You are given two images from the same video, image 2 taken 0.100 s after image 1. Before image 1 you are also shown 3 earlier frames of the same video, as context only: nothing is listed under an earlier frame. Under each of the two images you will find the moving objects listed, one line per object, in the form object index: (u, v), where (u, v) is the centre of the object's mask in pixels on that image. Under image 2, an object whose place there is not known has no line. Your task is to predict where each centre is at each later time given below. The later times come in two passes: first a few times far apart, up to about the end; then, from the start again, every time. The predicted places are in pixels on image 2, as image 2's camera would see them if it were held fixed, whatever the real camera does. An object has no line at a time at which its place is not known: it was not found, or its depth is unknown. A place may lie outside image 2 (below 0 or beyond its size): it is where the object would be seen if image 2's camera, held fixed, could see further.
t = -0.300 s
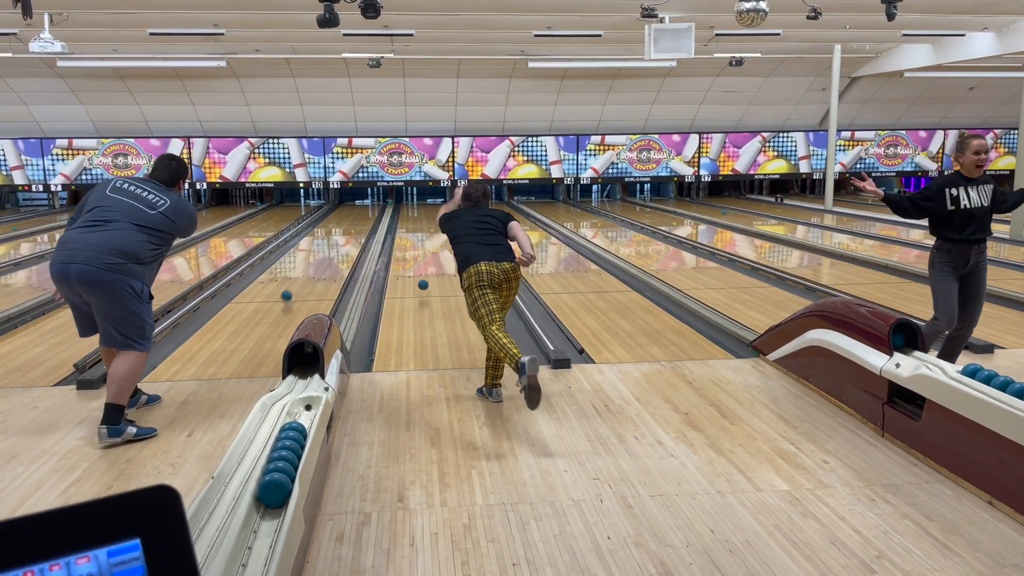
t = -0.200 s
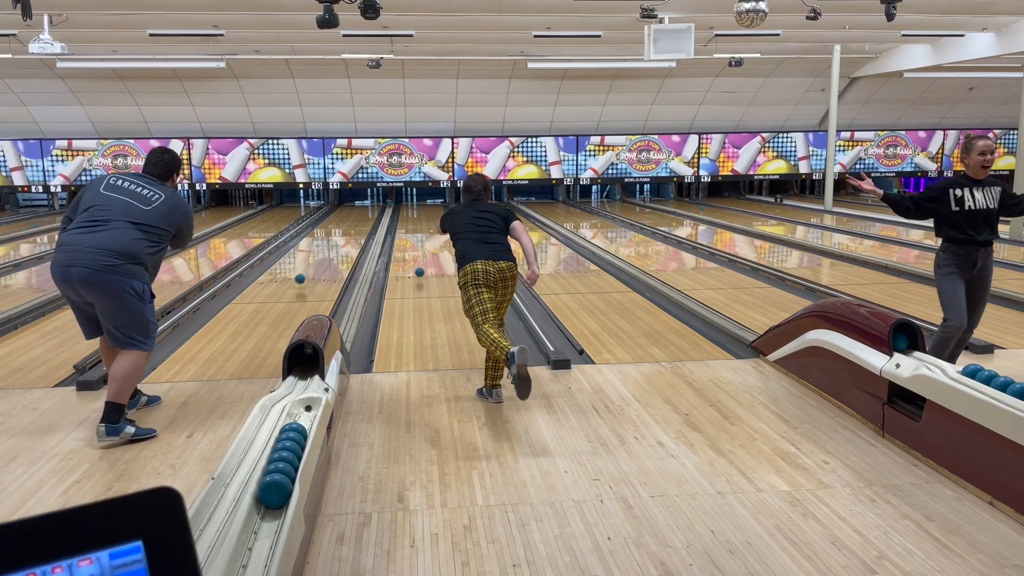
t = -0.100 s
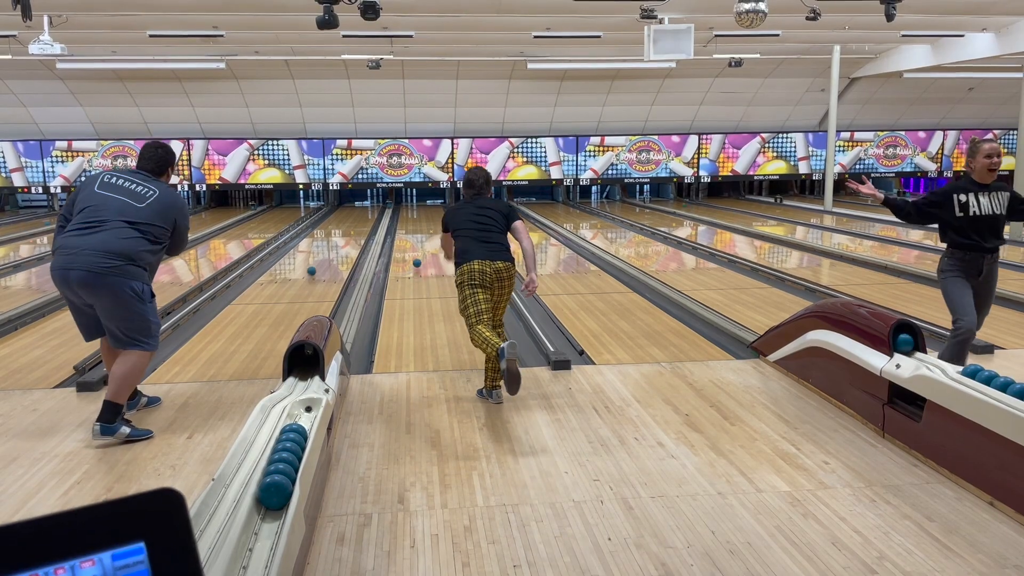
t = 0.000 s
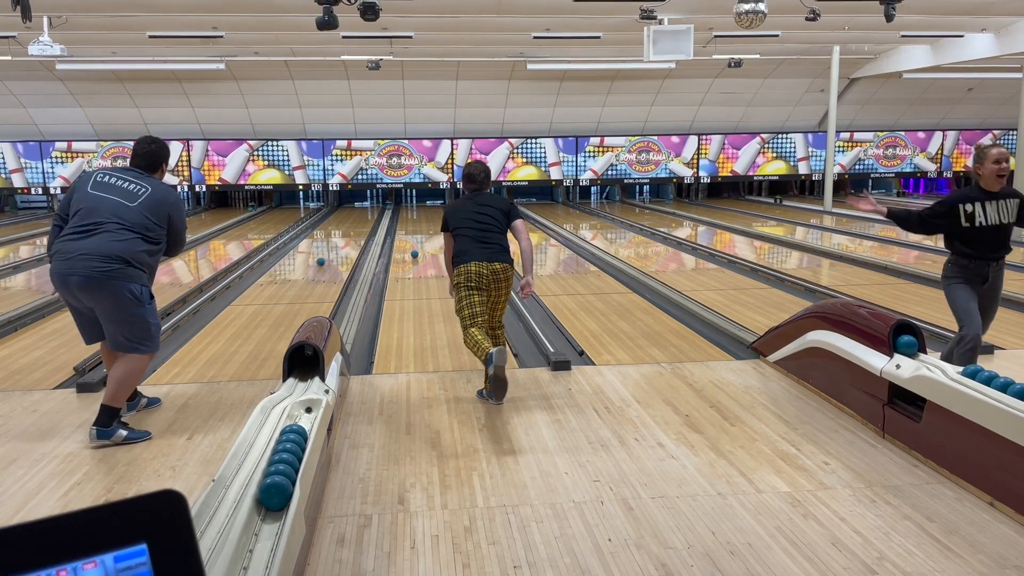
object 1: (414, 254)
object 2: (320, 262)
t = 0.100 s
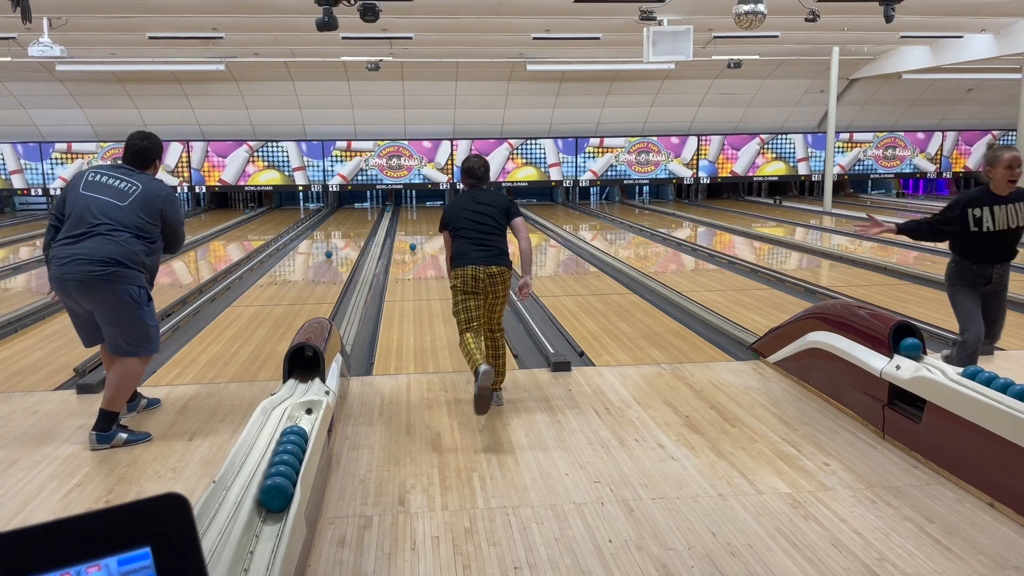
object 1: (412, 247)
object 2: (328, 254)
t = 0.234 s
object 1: (410, 237)
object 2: (337, 244)
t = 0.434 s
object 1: (408, 227)
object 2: (348, 233)
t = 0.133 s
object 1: (412, 244)
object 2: (331, 251)
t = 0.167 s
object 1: (411, 242)
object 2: (333, 249)
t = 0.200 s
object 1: (411, 239)
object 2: (335, 246)
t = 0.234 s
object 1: (410, 237)
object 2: (337, 244)
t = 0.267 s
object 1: (410, 235)
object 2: (339, 242)
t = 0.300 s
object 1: (410, 233)
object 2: (341, 240)
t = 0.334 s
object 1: (409, 232)
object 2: (343, 239)
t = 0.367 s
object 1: (409, 230)
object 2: (344, 237)
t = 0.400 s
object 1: (408, 228)
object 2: (346, 235)
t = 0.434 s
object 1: (408, 227)
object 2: (348, 233)
